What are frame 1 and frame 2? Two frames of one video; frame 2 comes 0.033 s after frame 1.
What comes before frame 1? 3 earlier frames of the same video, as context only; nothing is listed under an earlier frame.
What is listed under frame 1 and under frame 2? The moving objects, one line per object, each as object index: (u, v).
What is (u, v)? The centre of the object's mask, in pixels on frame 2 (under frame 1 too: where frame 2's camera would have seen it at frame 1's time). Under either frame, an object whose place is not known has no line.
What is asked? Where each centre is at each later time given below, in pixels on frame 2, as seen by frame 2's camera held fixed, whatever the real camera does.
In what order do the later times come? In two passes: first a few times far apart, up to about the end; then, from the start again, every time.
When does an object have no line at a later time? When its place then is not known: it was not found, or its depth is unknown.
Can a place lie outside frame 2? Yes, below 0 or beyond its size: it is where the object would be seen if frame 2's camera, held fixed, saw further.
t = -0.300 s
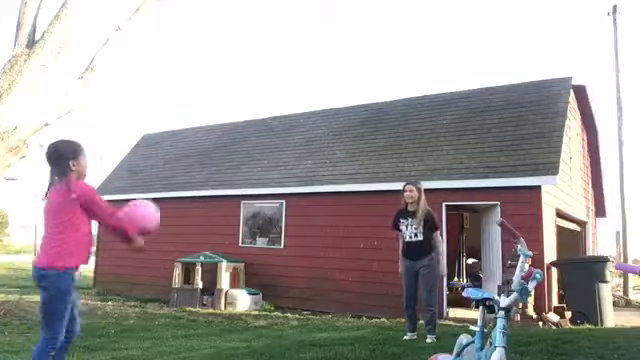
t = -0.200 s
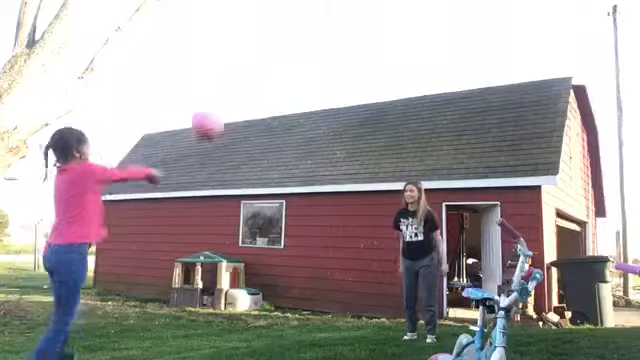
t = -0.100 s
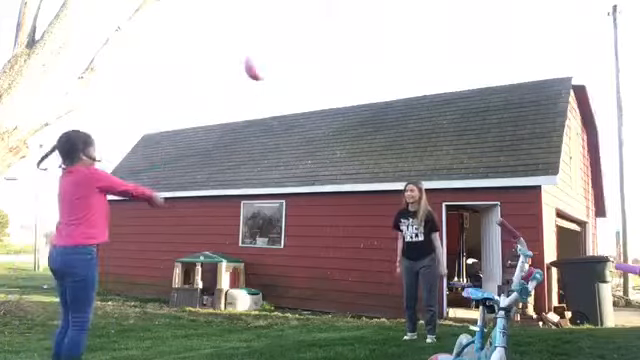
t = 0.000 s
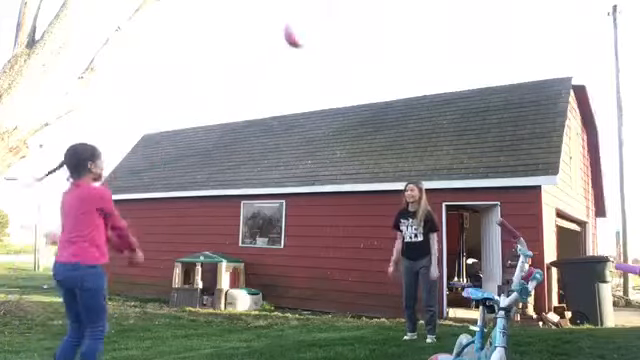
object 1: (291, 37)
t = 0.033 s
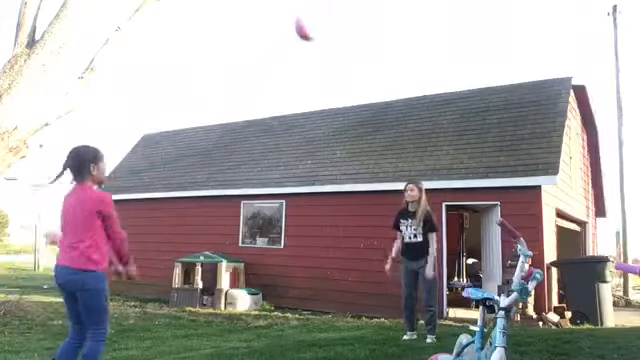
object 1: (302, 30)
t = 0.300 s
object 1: (368, 26)
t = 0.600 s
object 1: (418, 89)
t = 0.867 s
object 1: (448, 181)
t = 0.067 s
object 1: (312, 25)
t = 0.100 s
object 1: (322, 22)
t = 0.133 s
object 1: (331, 20)
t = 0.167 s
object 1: (339, 19)
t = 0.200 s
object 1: (347, 19)
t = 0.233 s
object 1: (355, 21)
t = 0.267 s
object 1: (362, 23)
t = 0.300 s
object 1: (368, 26)
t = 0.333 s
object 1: (375, 31)
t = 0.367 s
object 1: (381, 36)
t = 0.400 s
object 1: (387, 41)
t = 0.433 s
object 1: (392, 48)
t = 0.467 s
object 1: (397, 55)
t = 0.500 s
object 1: (403, 63)
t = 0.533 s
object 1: (409, 72)
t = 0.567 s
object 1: (413, 81)
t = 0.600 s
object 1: (418, 89)
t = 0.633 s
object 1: (423, 99)
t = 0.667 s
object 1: (427, 109)
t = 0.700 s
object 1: (430, 119)
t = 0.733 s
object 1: (434, 131)
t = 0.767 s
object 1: (438, 143)
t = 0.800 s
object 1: (441, 154)
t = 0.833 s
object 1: (445, 168)
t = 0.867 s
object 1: (448, 181)
